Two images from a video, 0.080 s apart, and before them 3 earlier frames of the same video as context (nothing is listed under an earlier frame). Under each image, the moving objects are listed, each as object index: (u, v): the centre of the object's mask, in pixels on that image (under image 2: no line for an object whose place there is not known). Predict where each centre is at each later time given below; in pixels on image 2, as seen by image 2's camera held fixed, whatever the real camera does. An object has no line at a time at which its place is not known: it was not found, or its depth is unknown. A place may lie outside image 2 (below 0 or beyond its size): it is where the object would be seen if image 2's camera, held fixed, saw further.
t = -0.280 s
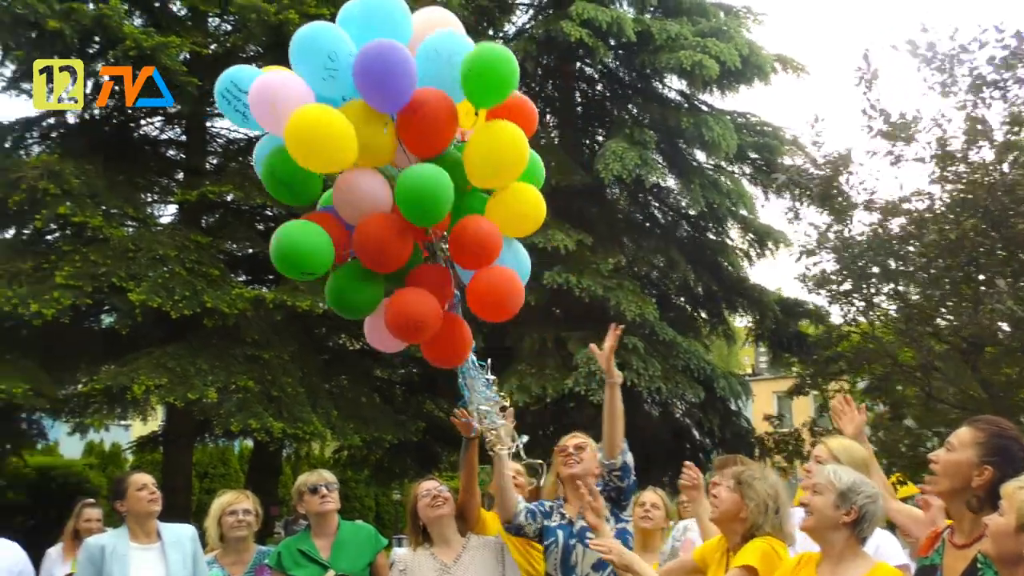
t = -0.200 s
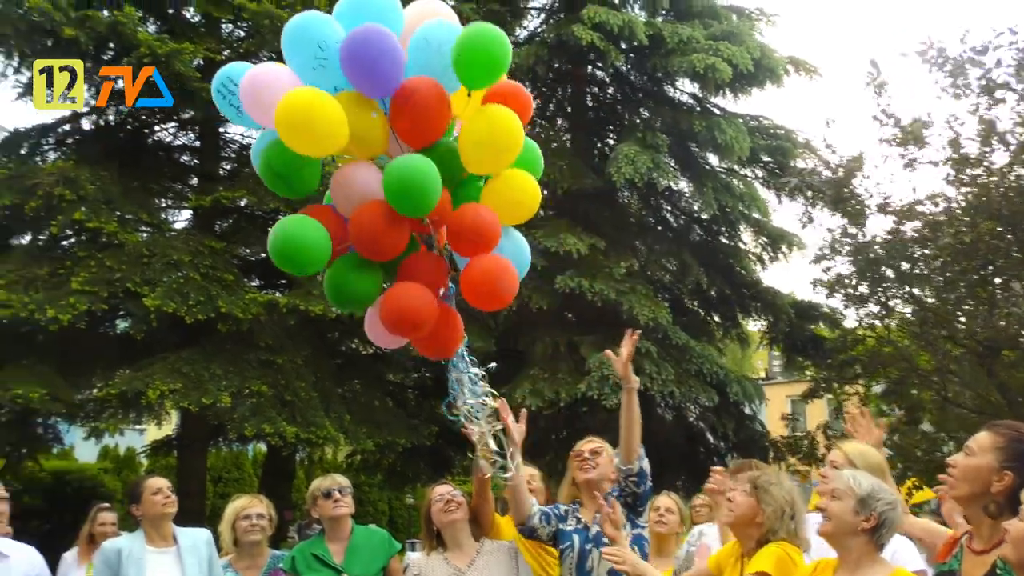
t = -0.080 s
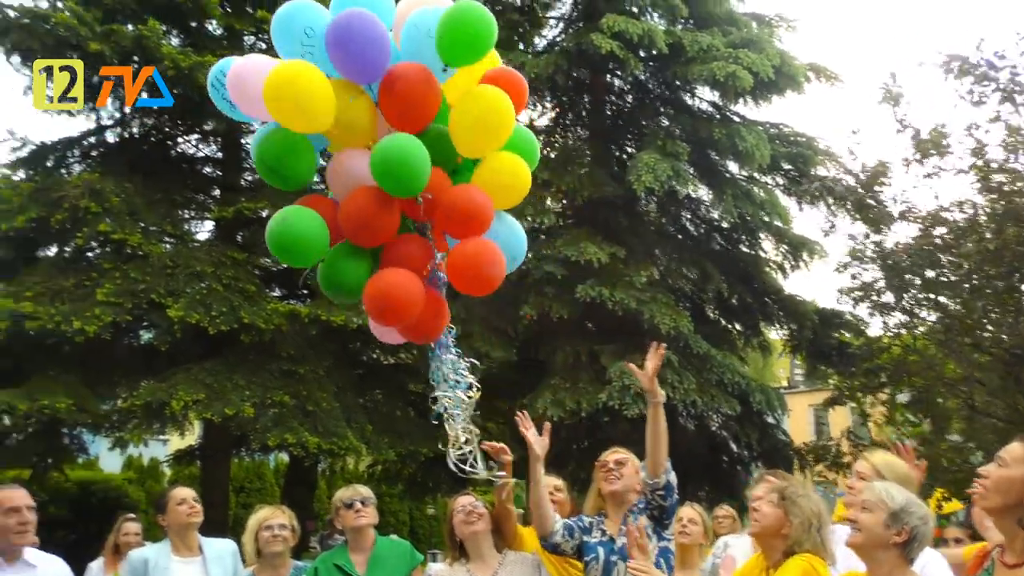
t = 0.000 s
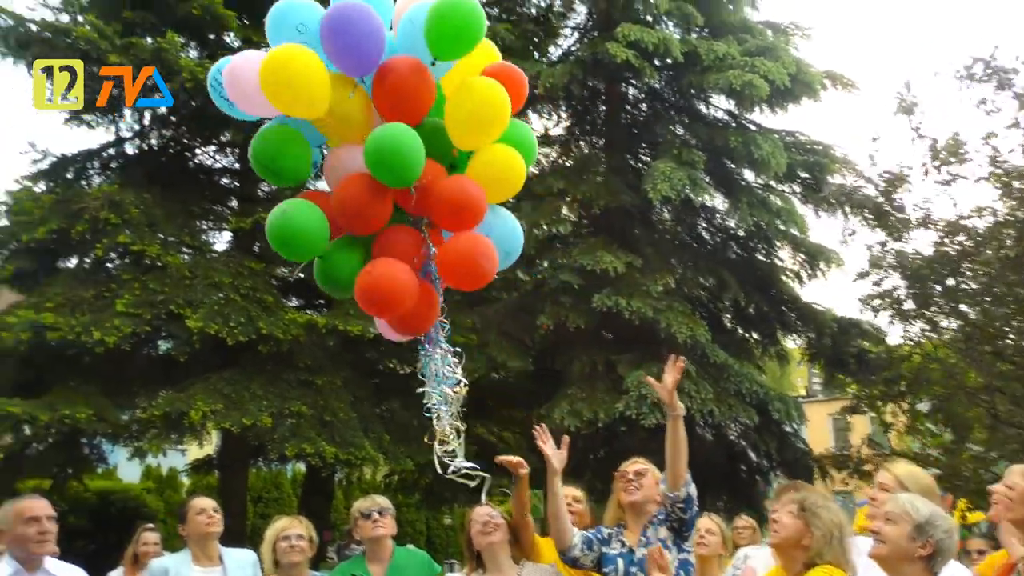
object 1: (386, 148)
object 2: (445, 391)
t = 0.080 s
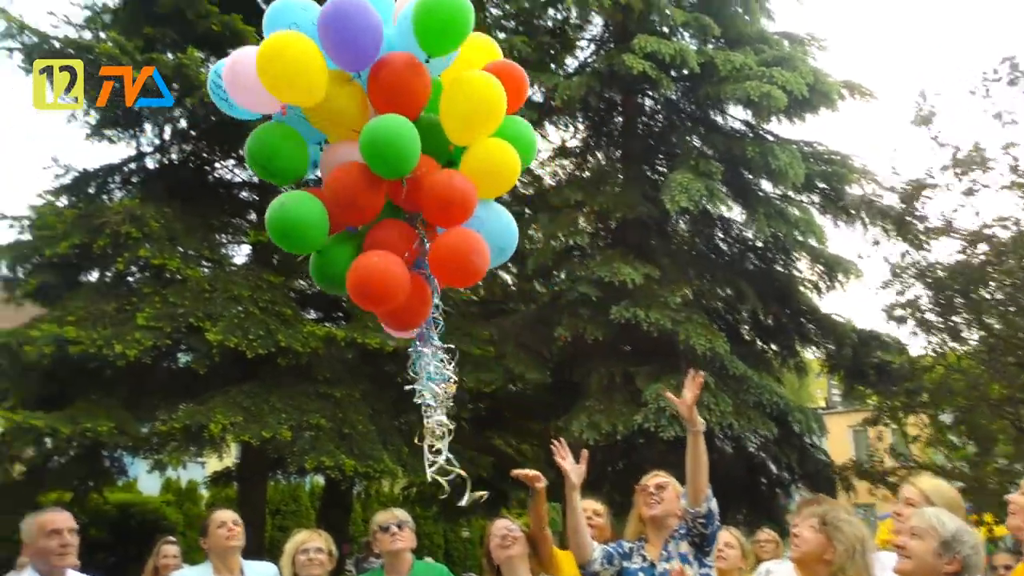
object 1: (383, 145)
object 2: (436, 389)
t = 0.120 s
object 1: (371, 137)
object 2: (420, 386)
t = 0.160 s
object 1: (359, 126)
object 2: (405, 381)
